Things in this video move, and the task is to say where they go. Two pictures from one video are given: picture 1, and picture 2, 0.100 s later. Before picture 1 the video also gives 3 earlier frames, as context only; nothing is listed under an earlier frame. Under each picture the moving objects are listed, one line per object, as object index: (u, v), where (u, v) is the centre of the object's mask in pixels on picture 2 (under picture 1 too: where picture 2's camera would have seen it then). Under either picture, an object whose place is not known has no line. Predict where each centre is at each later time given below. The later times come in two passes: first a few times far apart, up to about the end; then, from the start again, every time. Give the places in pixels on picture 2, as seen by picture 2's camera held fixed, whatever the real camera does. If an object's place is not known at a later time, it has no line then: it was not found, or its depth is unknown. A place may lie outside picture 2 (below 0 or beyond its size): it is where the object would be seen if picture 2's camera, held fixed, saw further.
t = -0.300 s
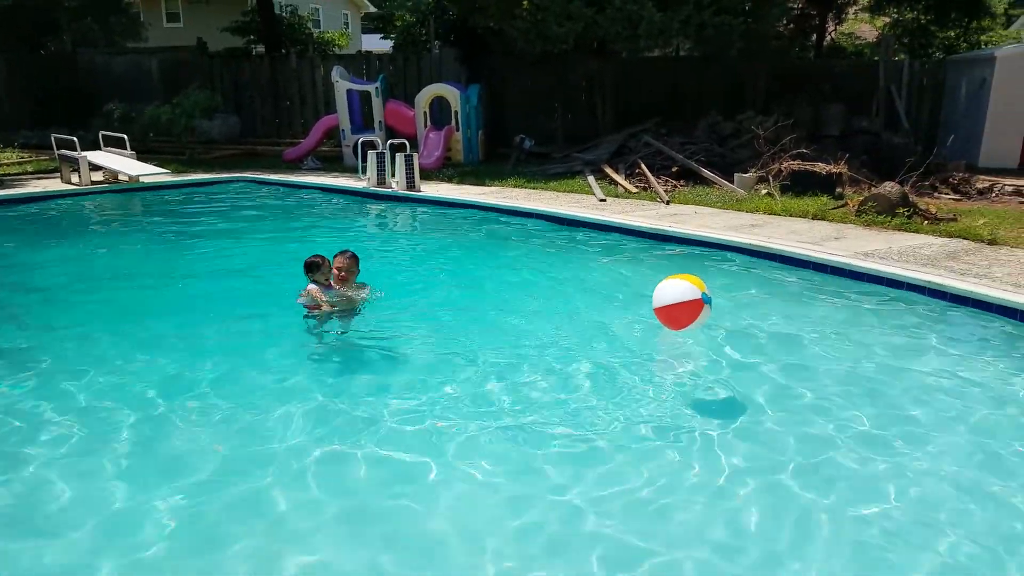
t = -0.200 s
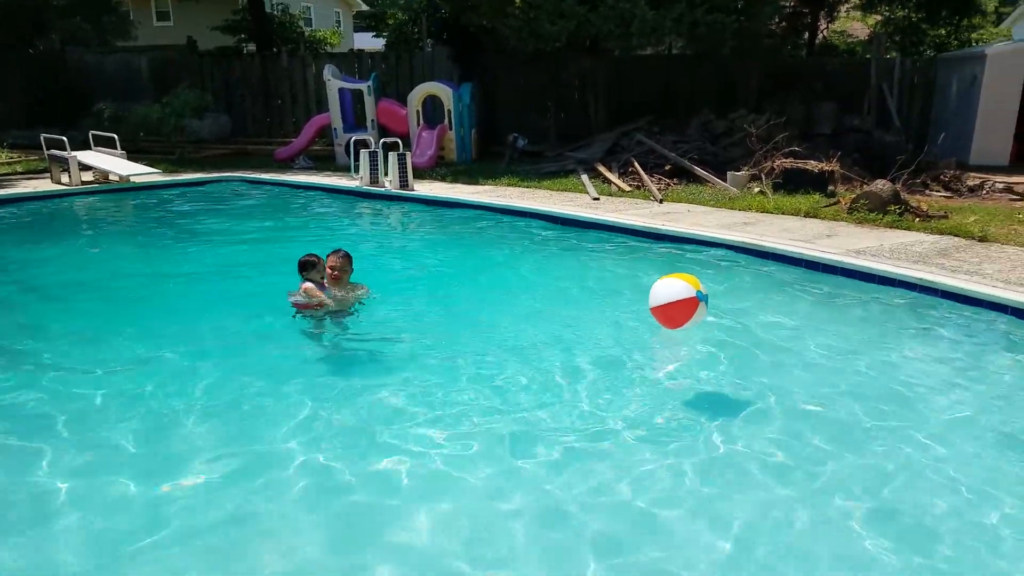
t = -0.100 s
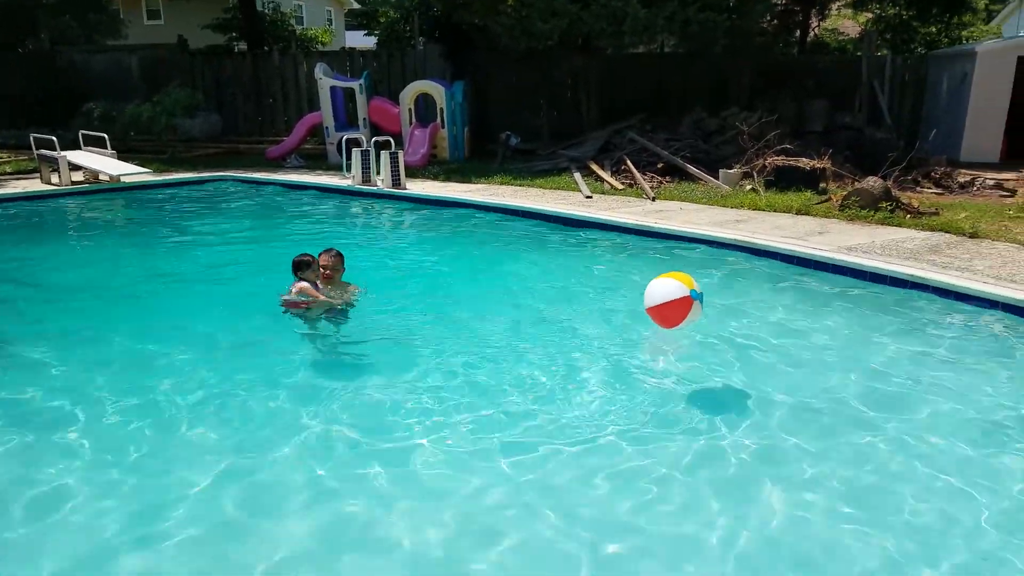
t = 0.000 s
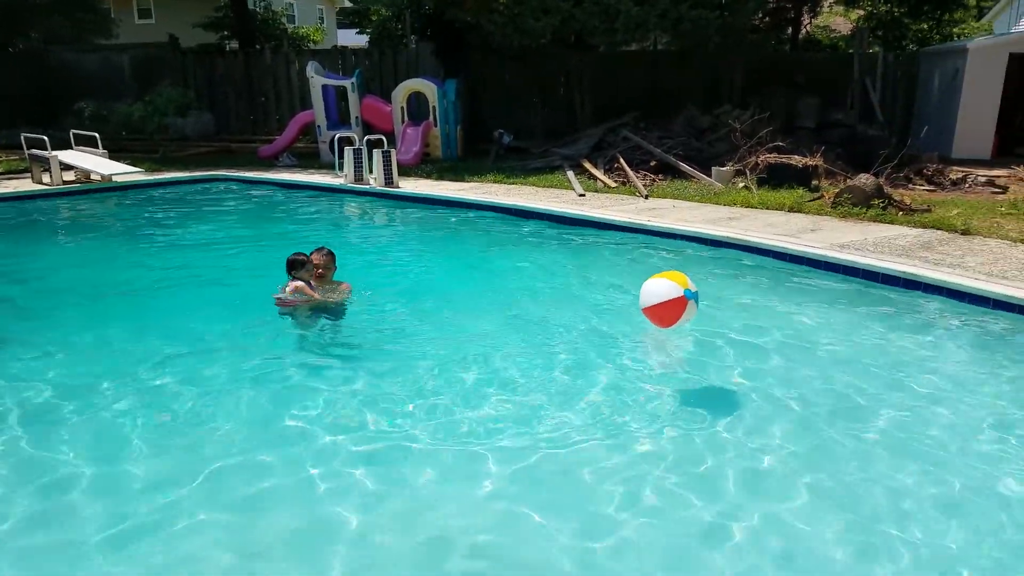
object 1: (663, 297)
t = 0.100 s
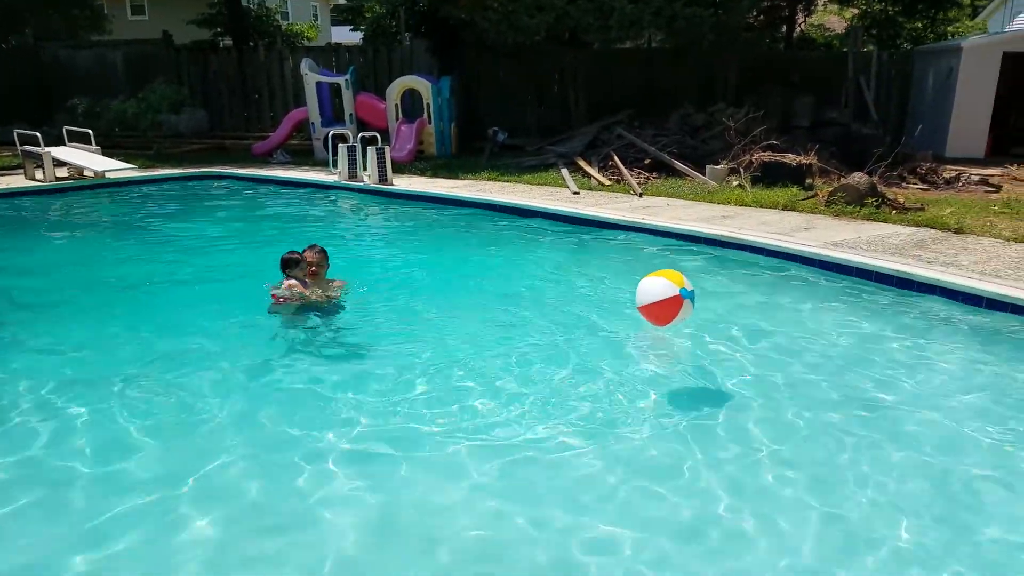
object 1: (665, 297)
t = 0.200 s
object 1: (667, 297)
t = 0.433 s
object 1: (673, 297)
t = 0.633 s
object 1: (679, 296)
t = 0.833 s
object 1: (683, 297)
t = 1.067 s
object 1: (684, 296)
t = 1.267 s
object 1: (690, 296)
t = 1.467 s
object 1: (697, 298)
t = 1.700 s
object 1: (702, 297)
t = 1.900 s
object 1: (707, 297)
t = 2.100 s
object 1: (711, 299)
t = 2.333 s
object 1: (714, 301)
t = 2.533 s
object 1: (716, 302)
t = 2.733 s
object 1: (718, 303)
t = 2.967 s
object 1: (721, 306)
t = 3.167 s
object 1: (724, 307)
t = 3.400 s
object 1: (726, 305)
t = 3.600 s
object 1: (727, 306)
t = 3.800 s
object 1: (727, 309)
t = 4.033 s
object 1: (728, 308)
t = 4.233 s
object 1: (729, 308)
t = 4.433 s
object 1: (730, 311)
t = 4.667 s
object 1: (730, 307)
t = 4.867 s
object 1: (729, 305)
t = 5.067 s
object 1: (731, 308)
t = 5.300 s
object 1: (731, 312)
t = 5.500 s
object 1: (731, 309)
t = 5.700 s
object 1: (732, 309)
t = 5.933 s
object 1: (732, 310)
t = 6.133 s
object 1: (732, 309)
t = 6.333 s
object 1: (733, 310)
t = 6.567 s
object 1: (732, 314)
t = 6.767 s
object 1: (732, 315)
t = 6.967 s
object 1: (735, 315)
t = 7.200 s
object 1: (737, 313)
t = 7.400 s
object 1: (741, 312)
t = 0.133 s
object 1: (666, 297)
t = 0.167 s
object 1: (666, 297)
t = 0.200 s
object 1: (667, 297)
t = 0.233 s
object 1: (668, 297)
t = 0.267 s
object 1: (669, 298)
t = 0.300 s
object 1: (670, 297)
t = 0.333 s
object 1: (670, 297)
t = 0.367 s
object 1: (671, 298)
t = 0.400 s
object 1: (672, 297)
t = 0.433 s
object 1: (673, 297)
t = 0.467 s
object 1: (674, 297)
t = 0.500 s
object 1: (675, 297)
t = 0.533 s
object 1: (676, 297)
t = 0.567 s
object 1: (677, 296)
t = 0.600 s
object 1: (678, 296)
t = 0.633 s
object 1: (679, 296)
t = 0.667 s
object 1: (680, 296)
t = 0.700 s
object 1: (680, 296)
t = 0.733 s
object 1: (681, 296)
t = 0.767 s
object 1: (682, 296)
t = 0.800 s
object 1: (682, 297)
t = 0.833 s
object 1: (683, 297)
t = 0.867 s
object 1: (683, 297)
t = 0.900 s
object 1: (684, 297)
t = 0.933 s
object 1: (684, 297)
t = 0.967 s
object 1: (684, 297)
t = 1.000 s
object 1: (684, 297)
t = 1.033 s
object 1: (684, 296)
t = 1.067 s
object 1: (684, 296)
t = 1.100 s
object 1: (685, 296)
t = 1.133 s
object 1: (686, 297)
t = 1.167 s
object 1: (686, 297)
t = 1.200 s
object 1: (688, 297)
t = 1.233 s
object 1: (689, 296)
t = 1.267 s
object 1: (690, 296)
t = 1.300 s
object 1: (691, 296)
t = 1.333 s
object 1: (692, 296)
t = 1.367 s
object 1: (693, 297)
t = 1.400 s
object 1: (694, 297)
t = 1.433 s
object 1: (695, 297)
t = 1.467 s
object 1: (697, 298)
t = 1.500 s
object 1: (698, 298)
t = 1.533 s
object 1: (699, 298)
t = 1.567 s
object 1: (700, 298)
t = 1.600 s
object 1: (700, 298)
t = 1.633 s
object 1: (701, 298)
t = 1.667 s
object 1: (701, 297)
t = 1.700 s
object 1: (702, 297)
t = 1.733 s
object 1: (703, 297)
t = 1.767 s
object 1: (703, 297)
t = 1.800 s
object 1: (704, 297)
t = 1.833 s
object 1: (705, 297)
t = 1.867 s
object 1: (706, 297)
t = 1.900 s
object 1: (707, 297)
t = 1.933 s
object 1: (707, 297)
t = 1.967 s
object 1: (708, 297)
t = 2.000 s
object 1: (710, 297)
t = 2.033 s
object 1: (710, 298)
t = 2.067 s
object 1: (710, 298)
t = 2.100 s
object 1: (711, 299)
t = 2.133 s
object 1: (711, 299)
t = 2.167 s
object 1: (712, 299)
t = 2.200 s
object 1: (713, 299)
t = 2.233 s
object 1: (713, 300)
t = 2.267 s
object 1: (714, 300)
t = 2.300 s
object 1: (714, 301)
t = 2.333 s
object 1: (714, 301)
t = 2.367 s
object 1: (714, 301)
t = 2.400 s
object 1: (715, 301)
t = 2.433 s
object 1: (715, 301)
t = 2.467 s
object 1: (715, 301)
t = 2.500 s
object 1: (715, 302)
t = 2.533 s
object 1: (716, 302)
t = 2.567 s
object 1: (716, 302)
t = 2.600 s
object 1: (717, 302)
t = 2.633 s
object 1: (717, 302)
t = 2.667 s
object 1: (718, 303)
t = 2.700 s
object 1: (718, 303)
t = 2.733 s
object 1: (718, 303)
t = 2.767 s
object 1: (719, 304)
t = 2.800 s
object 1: (719, 303)
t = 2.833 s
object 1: (719, 303)
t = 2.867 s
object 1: (719, 304)
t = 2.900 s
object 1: (720, 303)
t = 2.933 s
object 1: (721, 304)
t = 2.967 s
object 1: (721, 306)
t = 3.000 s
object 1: (721, 306)
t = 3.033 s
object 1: (722, 306)
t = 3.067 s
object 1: (722, 306)
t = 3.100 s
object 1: (722, 307)
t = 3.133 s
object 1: (723, 307)
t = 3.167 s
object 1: (724, 307)
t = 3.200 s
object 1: (724, 307)
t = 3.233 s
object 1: (724, 306)
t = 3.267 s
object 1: (725, 306)
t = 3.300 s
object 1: (725, 305)
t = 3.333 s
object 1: (725, 305)
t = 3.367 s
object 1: (726, 305)
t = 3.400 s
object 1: (726, 305)
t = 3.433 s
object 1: (726, 305)
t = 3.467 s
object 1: (726, 305)
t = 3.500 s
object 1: (726, 305)
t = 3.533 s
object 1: (726, 305)
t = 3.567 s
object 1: (727, 305)
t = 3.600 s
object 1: (727, 306)
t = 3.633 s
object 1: (727, 306)
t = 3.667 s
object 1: (727, 307)
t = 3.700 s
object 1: (727, 307)
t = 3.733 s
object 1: (727, 308)
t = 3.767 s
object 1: (727, 309)
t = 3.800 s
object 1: (727, 309)
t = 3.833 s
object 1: (728, 310)
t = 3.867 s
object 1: (728, 310)
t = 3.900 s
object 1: (728, 310)
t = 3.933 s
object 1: (728, 310)
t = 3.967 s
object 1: (728, 309)
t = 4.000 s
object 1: (728, 309)
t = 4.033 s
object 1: (728, 308)
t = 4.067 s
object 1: (728, 308)
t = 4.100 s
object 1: (729, 308)
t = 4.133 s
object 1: (728, 307)
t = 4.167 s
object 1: (729, 308)
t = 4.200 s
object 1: (729, 308)
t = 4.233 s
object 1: (729, 308)
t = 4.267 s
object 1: (729, 309)
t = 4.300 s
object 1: (729, 310)
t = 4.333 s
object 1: (729, 310)
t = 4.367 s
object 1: (730, 311)
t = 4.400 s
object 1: (730, 311)
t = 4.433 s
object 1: (730, 311)
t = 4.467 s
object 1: (730, 311)
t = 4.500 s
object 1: (730, 310)
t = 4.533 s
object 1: (730, 310)
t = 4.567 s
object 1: (730, 310)
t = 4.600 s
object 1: (730, 309)
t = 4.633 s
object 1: (730, 308)
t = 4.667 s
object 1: (730, 307)
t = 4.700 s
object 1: (729, 307)
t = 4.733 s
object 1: (729, 306)
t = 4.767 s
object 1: (729, 305)
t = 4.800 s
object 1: (729, 305)
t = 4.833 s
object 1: (729, 305)
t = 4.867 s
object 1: (729, 305)
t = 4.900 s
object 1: (729, 305)
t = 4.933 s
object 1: (730, 305)
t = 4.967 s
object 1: (730, 306)
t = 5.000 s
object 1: (730, 307)
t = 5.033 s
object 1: (731, 308)
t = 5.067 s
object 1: (731, 308)
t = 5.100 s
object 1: (731, 309)
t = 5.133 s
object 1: (731, 310)
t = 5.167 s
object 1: (731, 311)
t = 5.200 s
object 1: (731, 312)
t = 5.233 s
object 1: (731, 312)
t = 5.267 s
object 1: (731, 312)
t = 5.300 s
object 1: (731, 312)
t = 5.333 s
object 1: (731, 311)
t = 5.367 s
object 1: (730, 311)
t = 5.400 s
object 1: (731, 310)
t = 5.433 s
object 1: (730, 310)
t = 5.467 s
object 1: (731, 309)
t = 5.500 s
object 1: (731, 309)
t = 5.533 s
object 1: (731, 309)
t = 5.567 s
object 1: (731, 308)
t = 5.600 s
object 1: (731, 308)
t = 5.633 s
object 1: (731, 308)
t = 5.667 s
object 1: (732, 308)
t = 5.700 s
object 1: (732, 309)
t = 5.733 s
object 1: (732, 309)
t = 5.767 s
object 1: (732, 309)
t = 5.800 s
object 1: (733, 310)
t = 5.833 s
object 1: (732, 310)
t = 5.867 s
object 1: (732, 310)
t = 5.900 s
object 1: (732, 310)
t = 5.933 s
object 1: (732, 310)
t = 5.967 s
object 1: (732, 310)
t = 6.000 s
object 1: (732, 310)
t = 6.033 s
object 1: (732, 310)
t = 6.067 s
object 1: (732, 310)
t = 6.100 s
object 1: (731, 310)
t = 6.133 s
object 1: (732, 309)
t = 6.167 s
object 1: (732, 309)
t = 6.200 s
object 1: (732, 309)
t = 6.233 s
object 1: (732, 309)
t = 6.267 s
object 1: (733, 309)
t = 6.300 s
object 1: (733, 309)
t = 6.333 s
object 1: (733, 310)
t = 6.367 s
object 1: (732, 310)
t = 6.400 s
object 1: (732, 311)
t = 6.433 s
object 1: (732, 311)
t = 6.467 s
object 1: (732, 312)
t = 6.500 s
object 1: (732, 313)
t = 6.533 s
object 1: (731, 314)
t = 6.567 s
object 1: (732, 314)
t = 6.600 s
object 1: (731, 314)
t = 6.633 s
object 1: (731, 314)
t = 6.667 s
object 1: (731, 315)
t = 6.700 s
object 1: (731, 315)
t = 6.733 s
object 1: (732, 315)
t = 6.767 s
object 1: (732, 315)
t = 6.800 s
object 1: (733, 316)
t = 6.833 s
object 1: (733, 316)
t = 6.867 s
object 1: (734, 316)
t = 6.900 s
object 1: (734, 315)
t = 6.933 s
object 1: (735, 315)
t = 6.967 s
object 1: (735, 315)
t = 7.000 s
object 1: (735, 315)
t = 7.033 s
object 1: (736, 315)
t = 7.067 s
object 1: (736, 314)
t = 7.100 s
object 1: (736, 313)
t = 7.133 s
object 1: (736, 313)
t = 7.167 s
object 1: (736, 313)
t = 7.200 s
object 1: (737, 313)
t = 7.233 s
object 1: (737, 312)
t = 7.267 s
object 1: (738, 311)
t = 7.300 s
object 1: (739, 311)
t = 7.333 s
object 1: (740, 311)
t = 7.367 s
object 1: (740, 312)
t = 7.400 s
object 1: (741, 312)
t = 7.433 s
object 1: (742, 313)
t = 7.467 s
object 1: (742, 313)
